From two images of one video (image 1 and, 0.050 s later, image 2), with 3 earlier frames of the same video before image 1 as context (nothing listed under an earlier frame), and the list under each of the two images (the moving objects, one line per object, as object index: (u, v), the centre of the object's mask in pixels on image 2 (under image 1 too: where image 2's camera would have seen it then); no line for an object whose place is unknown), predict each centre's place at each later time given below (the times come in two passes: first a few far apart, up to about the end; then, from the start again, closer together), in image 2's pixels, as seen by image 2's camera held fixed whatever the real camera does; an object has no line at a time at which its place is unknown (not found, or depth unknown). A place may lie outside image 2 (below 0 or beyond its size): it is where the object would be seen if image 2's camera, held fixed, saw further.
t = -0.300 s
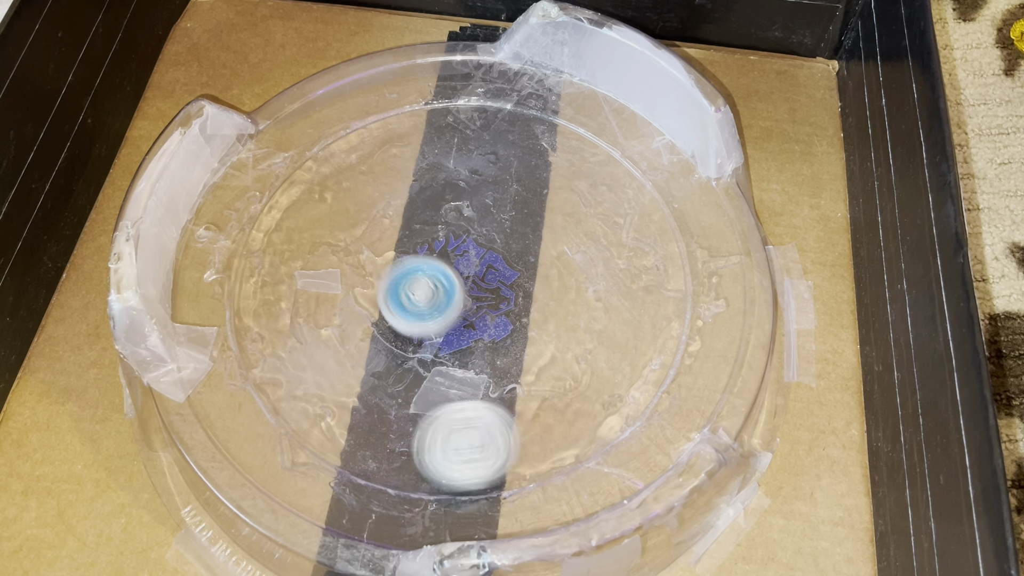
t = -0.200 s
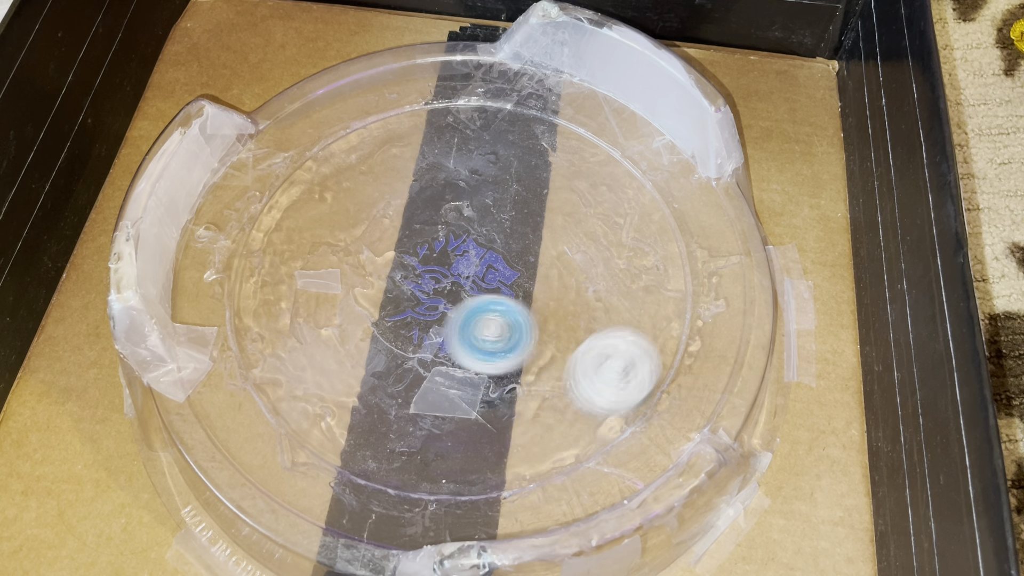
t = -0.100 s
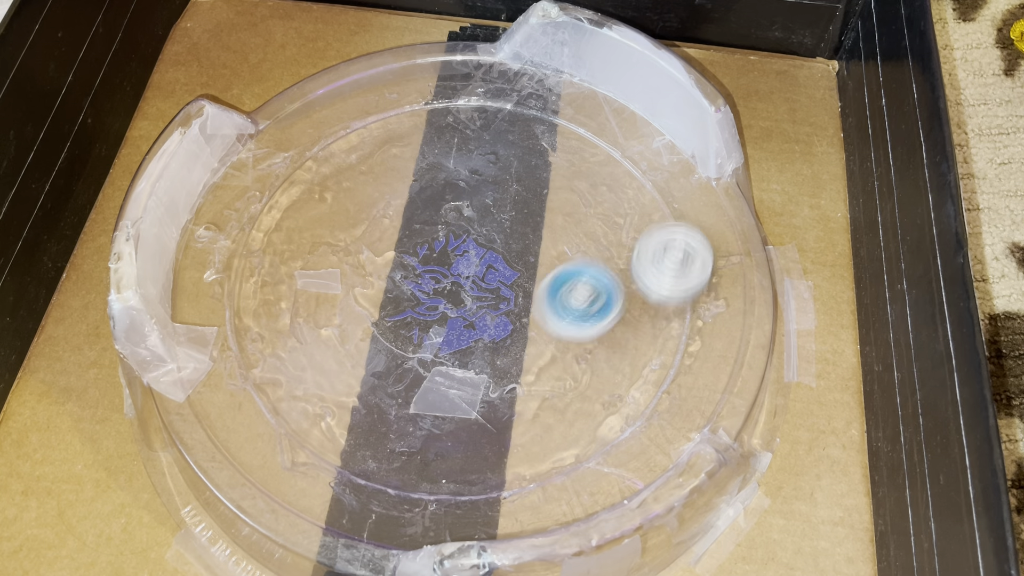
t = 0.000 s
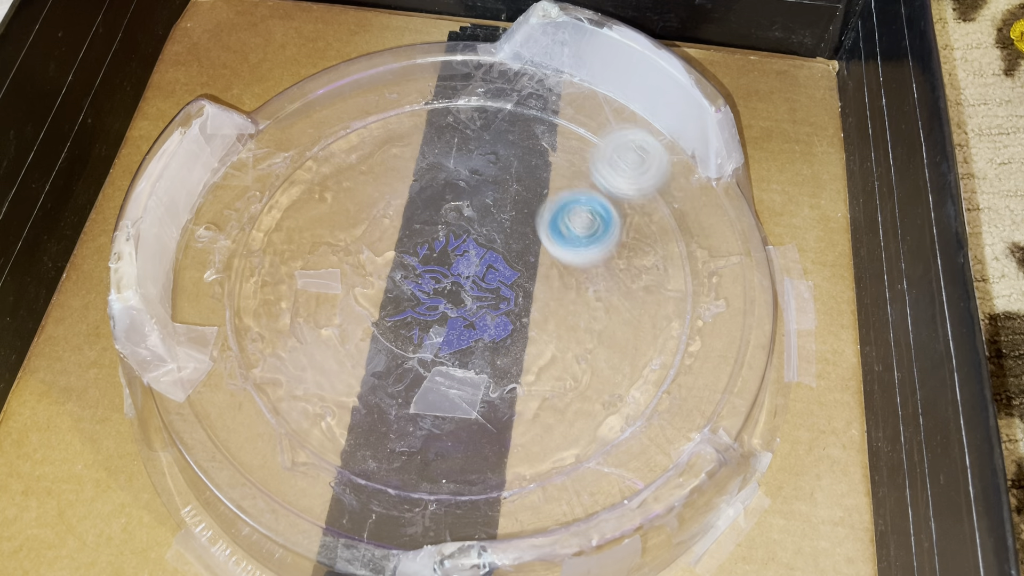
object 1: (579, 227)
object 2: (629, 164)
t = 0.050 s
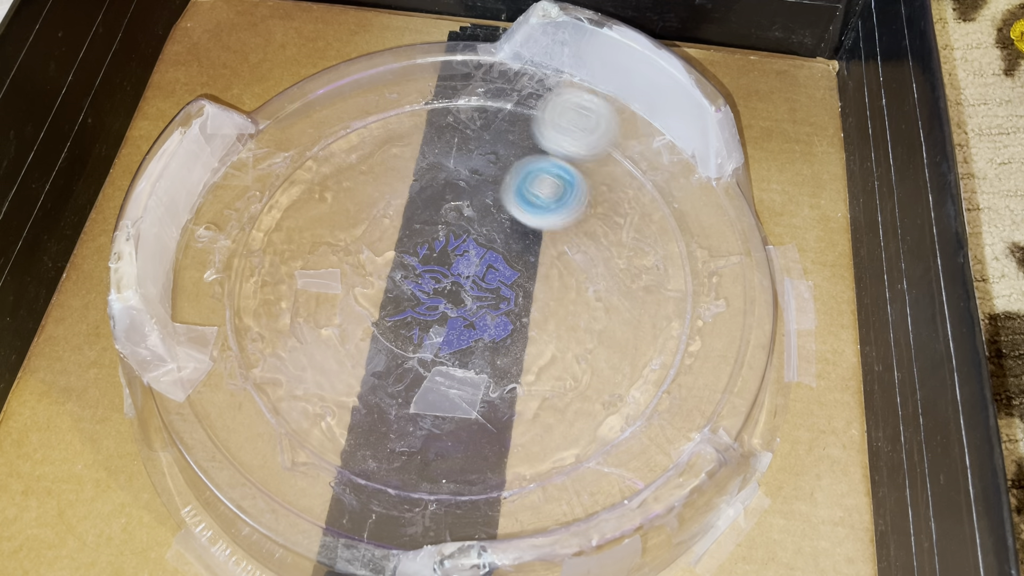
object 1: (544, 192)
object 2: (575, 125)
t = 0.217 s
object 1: (365, 215)
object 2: (333, 134)
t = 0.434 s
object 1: (426, 458)
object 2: (296, 393)
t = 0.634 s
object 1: (678, 308)
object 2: (598, 407)
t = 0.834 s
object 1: (481, 94)
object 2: (668, 305)
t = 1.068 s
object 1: (257, 263)
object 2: (620, 202)
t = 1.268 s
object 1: (444, 468)
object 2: (508, 176)
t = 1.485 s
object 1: (679, 263)
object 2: (400, 228)
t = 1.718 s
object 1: (466, 111)
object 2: (369, 329)
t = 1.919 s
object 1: (267, 266)
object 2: (433, 391)
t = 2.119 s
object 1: (413, 470)
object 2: (522, 374)
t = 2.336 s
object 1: (666, 326)
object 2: (541, 295)
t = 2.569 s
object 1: (505, 136)
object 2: (467, 239)
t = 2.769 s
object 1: (272, 225)
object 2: (385, 250)
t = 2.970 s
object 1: (321, 440)
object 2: (349, 305)
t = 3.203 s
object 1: (607, 379)
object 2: (403, 352)
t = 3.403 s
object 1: (562, 166)
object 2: (471, 334)
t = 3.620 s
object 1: (313, 154)
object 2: (500, 270)
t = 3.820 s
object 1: (254, 351)
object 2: (471, 221)
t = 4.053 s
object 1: (540, 409)
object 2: (415, 218)
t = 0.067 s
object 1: (529, 185)
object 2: (554, 115)
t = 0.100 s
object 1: (495, 174)
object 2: (509, 101)
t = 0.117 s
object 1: (477, 171)
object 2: (483, 100)
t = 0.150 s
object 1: (438, 173)
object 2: (431, 98)
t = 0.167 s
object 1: (418, 178)
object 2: (407, 105)
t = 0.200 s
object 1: (381, 200)
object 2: (355, 120)
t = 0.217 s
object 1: (365, 215)
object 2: (333, 134)
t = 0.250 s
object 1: (338, 250)
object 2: (292, 163)
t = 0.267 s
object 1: (330, 268)
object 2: (277, 183)
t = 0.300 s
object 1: (321, 310)
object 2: (251, 228)
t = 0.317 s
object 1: (321, 333)
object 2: (242, 249)
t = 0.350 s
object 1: (335, 375)
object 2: (235, 294)
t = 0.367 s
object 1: (347, 396)
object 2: (240, 319)
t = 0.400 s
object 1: (383, 433)
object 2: (260, 359)
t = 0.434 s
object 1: (426, 458)
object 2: (296, 393)
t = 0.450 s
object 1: (451, 467)
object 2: (322, 408)
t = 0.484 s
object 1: (501, 471)
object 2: (376, 431)
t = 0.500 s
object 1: (530, 457)
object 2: (403, 437)
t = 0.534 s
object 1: (586, 432)
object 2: (463, 442)
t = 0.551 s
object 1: (607, 418)
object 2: (494, 440)
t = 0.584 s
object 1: (644, 387)
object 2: (553, 427)
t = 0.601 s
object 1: (658, 367)
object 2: (579, 418)
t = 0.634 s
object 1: (678, 308)
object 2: (598, 407)
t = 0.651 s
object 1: (681, 280)
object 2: (607, 400)
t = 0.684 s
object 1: (673, 227)
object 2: (625, 384)
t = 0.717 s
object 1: (647, 179)
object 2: (640, 367)
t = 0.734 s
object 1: (628, 158)
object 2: (646, 359)
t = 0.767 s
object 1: (581, 125)
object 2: (656, 341)
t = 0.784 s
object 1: (557, 113)
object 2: (660, 332)
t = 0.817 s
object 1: (510, 98)
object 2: (666, 314)
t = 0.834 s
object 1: (481, 94)
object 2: (668, 305)
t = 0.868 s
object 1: (432, 95)
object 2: (669, 288)
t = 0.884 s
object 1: (408, 99)
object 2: (668, 280)
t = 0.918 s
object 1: (364, 112)
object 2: (665, 263)
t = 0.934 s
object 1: (344, 123)
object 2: (663, 255)
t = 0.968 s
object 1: (312, 148)
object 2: (655, 240)
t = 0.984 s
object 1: (298, 164)
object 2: (651, 233)
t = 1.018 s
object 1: (275, 200)
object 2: (640, 220)
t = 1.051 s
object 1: (261, 241)
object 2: (627, 208)
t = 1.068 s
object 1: (257, 263)
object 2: (620, 202)
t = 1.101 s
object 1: (259, 307)
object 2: (605, 193)
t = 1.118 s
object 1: (265, 329)
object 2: (596, 188)
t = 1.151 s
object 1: (286, 372)
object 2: (577, 182)
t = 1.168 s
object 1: (301, 391)
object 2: (567, 179)
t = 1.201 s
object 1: (343, 427)
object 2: (547, 175)
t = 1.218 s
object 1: (366, 442)
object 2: (538, 175)
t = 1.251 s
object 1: (417, 462)
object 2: (518, 175)
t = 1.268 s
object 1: (444, 468)
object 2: (508, 176)
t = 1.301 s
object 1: (497, 471)
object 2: (489, 180)
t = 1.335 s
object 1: (556, 452)
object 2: (470, 184)
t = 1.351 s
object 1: (585, 438)
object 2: (461, 188)
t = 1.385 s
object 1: (630, 404)
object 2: (444, 196)
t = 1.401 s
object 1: (647, 381)
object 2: (436, 200)
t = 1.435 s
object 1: (672, 335)
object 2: (421, 210)
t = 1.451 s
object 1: (676, 310)
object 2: (414, 216)
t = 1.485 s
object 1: (679, 263)
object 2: (400, 228)
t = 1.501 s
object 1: (677, 242)
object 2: (395, 234)
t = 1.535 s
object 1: (658, 202)
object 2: (385, 247)
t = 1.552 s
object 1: (646, 183)
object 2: (380, 254)
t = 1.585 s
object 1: (618, 151)
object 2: (374, 269)
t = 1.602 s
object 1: (602, 139)
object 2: (371, 277)
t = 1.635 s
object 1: (564, 120)
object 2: (367, 291)
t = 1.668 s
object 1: (525, 111)
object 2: (366, 307)
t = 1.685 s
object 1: (506, 109)
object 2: (367, 314)
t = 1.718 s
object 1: (466, 111)
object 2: (369, 329)
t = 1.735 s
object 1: (443, 114)
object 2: (372, 336)
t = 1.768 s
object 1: (400, 127)
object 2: (379, 350)
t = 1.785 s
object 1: (378, 136)
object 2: (382, 356)
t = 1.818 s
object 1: (339, 160)
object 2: (392, 367)
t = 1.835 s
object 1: (323, 174)
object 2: (397, 373)
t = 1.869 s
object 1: (295, 207)
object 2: (409, 381)
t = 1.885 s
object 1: (284, 225)
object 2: (416, 385)
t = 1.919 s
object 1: (267, 266)
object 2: (433, 391)
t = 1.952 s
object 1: (261, 308)
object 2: (449, 395)
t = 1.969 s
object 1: (263, 329)
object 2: (457, 396)
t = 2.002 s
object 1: (275, 372)
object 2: (473, 396)
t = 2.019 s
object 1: (286, 392)
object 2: (481, 394)
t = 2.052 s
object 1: (315, 428)
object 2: (496, 389)
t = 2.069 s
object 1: (333, 445)
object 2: (503, 386)
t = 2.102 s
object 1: (383, 465)
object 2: (516, 378)
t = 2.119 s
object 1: (413, 470)
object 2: (522, 374)
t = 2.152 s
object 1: (468, 476)
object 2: (532, 363)
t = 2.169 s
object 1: (495, 472)
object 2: (536, 358)
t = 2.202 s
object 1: (552, 453)
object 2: (541, 346)
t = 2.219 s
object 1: (578, 441)
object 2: (543, 340)
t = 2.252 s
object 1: (616, 414)
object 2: (546, 327)
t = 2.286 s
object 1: (645, 380)
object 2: (546, 314)
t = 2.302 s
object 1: (655, 362)
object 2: (545, 307)
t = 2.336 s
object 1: (666, 326)
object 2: (541, 295)
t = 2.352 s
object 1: (668, 307)
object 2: (539, 289)
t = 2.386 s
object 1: (665, 271)
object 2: (532, 278)
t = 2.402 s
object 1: (660, 253)
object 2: (527, 272)
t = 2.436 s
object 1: (644, 220)
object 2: (518, 263)
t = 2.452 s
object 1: (633, 205)
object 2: (512, 259)
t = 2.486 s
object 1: (604, 178)
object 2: (501, 252)
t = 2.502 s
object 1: (585, 166)
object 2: (495, 248)
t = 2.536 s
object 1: (545, 147)
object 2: (482, 243)
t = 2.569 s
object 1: (505, 136)
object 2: (467, 239)
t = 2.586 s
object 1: (483, 134)
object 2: (460, 238)
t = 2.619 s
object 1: (439, 135)
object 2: (446, 236)
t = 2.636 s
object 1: (417, 138)
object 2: (438, 236)
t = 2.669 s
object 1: (372, 150)
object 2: (424, 237)
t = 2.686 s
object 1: (351, 159)
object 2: (417, 238)
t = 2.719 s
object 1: (314, 182)
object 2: (403, 242)
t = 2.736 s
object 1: (298, 195)
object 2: (397, 244)
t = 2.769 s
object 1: (272, 225)
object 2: (385, 250)
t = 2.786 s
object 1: (260, 243)
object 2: (379, 253)
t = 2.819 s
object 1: (245, 278)
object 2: (369, 260)
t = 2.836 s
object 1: (241, 297)
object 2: (364, 265)
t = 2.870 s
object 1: (239, 335)
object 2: (357, 274)
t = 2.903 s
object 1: (258, 374)
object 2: (351, 284)
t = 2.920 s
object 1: (272, 394)
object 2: (349, 290)
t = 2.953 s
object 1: (303, 427)
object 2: (348, 299)
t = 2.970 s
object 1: (321, 440)
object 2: (349, 305)
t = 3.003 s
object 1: (368, 460)
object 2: (351, 315)
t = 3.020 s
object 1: (391, 466)
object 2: (353, 320)
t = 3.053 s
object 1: (438, 470)
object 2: (359, 329)
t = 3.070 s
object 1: (459, 469)
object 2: (363, 333)
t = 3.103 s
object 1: (504, 458)
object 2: (372, 340)
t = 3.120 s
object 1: (525, 449)
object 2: (376, 343)
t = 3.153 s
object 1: (564, 426)
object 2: (387, 348)
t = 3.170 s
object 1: (581, 413)
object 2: (392, 350)
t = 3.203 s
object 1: (607, 379)
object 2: (403, 352)
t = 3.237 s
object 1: (624, 342)
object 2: (414, 353)
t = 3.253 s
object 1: (629, 323)
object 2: (421, 352)
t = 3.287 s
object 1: (631, 283)
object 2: (432, 351)
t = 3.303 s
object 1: (629, 264)
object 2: (439, 350)
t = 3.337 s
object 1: (615, 227)
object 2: (450, 346)
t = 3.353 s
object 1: (605, 210)
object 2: (455, 344)
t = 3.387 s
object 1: (578, 179)
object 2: (466, 338)
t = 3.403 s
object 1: (562, 166)
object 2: (471, 334)
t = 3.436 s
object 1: (528, 145)
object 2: (480, 326)
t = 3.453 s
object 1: (510, 138)
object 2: (484, 322)
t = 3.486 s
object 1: (470, 128)
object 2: (490, 312)
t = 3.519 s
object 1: (428, 125)
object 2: (495, 302)
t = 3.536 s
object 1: (407, 126)
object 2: (497, 297)
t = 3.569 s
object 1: (366, 133)
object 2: (500, 287)
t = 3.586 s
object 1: (347, 139)
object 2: (500, 281)
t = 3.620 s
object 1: (313, 154)
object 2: (500, 270)
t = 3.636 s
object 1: (298, 164)
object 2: (499, 265)
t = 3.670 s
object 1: (271, 187)
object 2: (497, 255)
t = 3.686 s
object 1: (259, 202)
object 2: (495, 251)
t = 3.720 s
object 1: (244, 241)
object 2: (490, 242)
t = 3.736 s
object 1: (240, 262)
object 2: (487, 238)
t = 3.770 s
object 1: (238, 299)
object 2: (482, 230)
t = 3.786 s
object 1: (241, 317)
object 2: (478, 227)
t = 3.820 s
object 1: (254, 351)
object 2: (471, 221)
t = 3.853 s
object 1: (278, 382)
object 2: (463, 216)
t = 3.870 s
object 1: (294, 396)
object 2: (458, 215)
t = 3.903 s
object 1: (333, 419)
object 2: (450, 212)
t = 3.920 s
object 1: (355, 428)
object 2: (445, 211)
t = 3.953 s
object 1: (400, 439)
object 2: (437, 211)
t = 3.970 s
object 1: (424, 440)
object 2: (433, 211)
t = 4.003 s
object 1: (471, 435)
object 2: (425, 213)
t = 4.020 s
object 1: (495, 429)
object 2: (422, 215)
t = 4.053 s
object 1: (540, 409)
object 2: (415, 218)
